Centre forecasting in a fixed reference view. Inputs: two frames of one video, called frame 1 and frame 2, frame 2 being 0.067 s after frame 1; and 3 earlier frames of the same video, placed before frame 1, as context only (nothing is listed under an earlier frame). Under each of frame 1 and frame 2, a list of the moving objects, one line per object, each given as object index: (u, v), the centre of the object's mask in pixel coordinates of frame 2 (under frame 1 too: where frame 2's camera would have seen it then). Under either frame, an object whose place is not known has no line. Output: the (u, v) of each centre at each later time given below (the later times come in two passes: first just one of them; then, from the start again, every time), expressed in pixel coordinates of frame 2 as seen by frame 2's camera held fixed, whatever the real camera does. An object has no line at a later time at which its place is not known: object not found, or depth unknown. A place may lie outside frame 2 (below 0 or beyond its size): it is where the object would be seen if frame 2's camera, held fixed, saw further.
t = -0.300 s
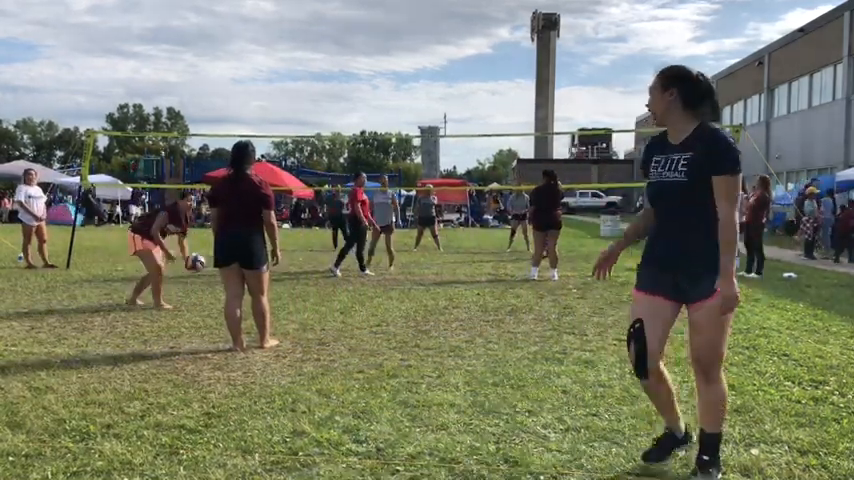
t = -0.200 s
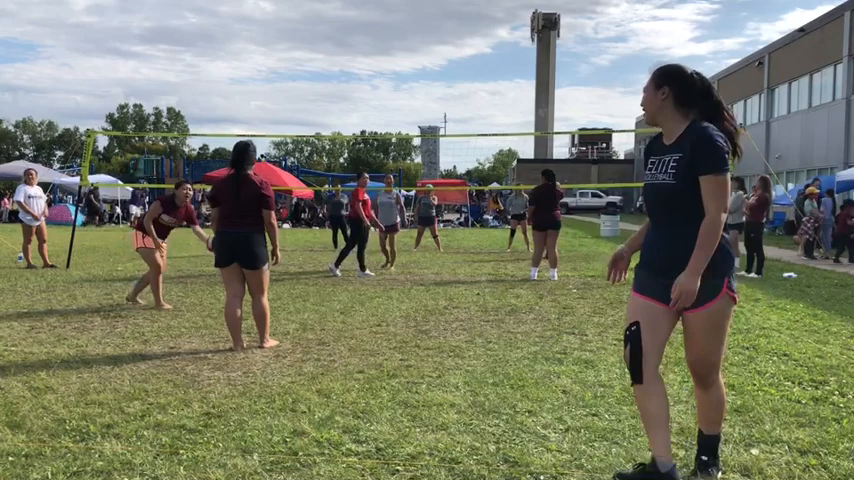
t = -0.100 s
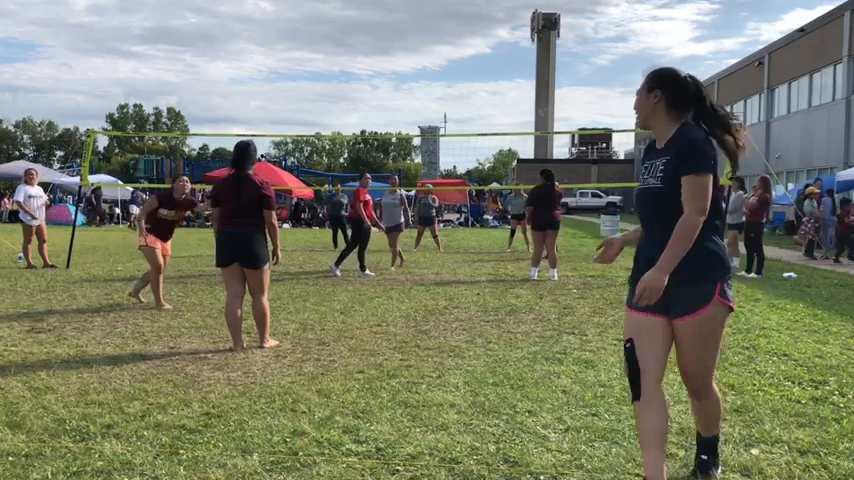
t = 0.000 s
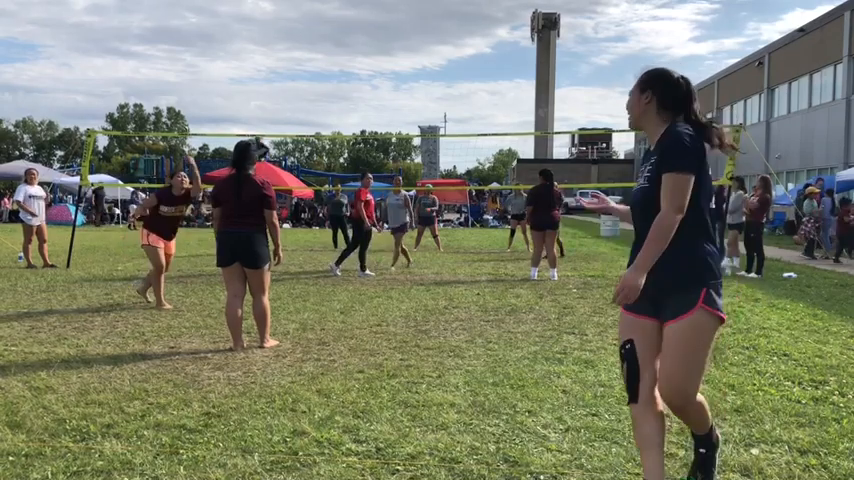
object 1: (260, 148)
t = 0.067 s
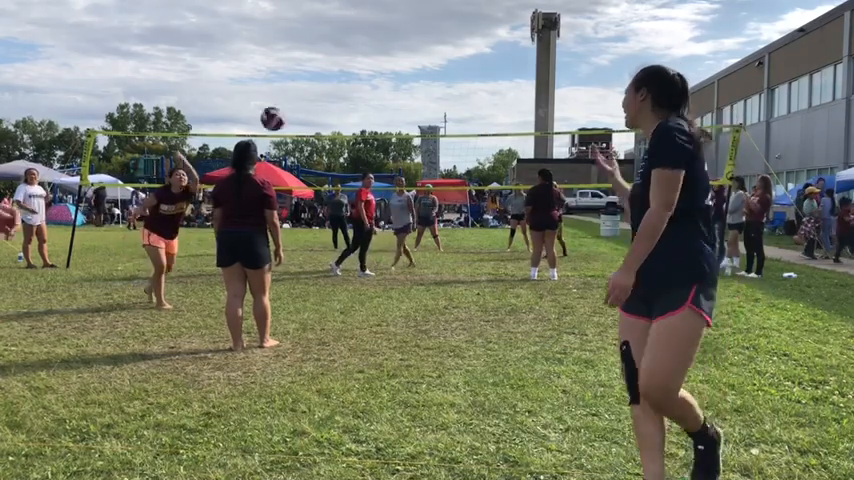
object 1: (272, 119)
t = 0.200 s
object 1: (307, 69)
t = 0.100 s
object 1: (280, 105)
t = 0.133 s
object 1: (289, 92)
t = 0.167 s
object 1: (298, 80)
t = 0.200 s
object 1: (307, 69)
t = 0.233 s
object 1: (317, 59)
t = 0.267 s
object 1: (328, 50)
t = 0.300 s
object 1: (338, 41)
